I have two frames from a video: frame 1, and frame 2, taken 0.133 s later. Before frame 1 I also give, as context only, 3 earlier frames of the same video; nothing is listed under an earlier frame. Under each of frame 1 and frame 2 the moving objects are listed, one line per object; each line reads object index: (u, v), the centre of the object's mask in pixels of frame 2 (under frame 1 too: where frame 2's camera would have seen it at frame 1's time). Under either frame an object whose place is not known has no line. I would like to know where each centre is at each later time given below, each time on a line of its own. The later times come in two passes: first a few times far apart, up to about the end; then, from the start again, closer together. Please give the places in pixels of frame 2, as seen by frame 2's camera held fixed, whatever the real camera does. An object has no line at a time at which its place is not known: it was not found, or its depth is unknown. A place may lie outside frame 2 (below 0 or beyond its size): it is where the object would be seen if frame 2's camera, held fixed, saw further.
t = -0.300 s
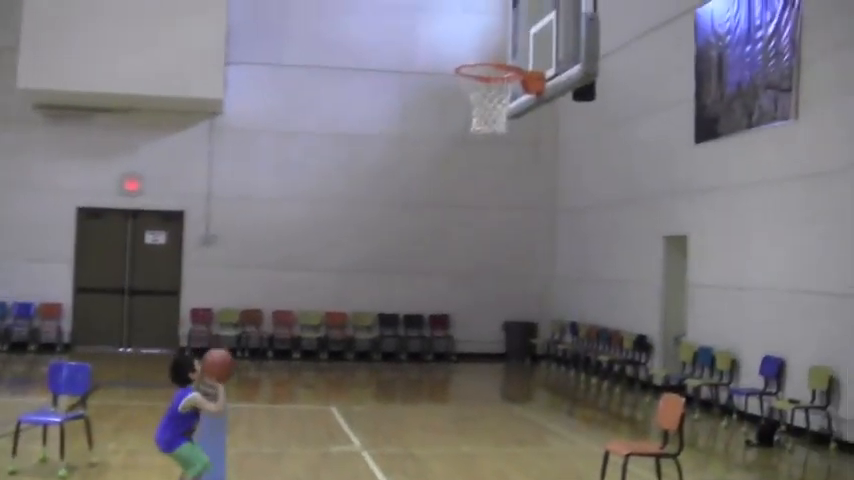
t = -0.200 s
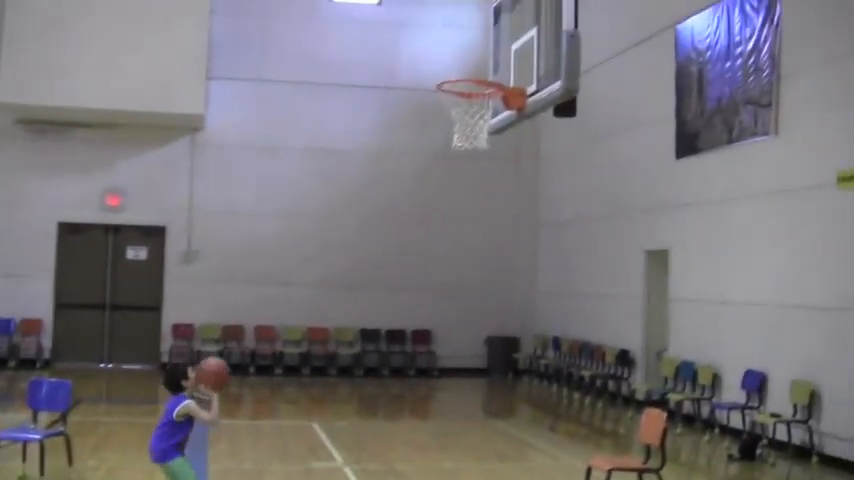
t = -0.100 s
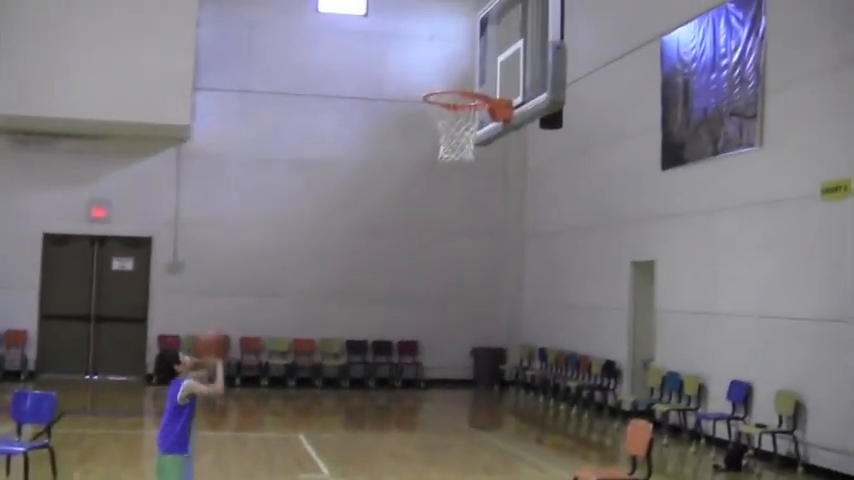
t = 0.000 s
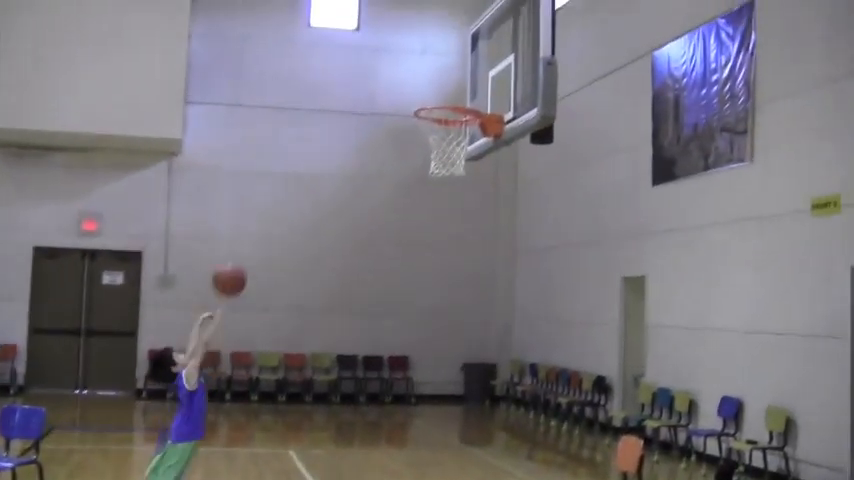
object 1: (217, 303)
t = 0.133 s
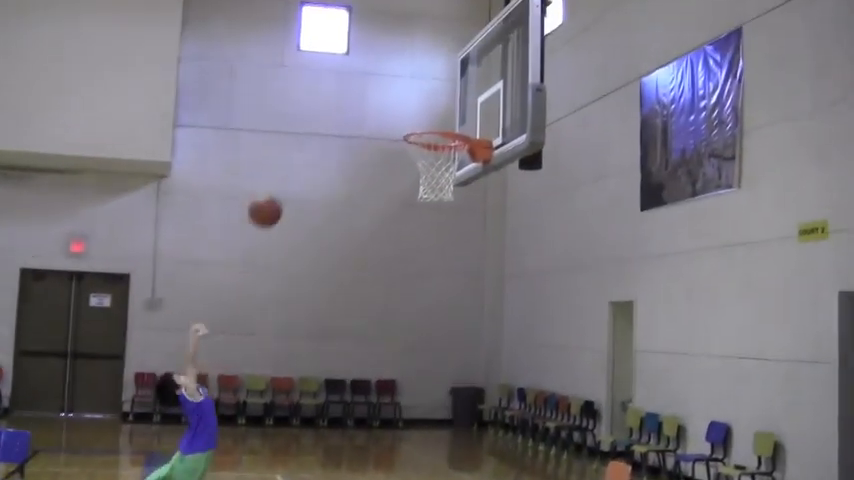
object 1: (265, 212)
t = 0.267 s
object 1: (307, 148)
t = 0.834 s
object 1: (441, 126)
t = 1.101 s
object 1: (435, 157)
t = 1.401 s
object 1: (441, 287)
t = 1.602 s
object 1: (439, 446)
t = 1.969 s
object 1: (452, 409)
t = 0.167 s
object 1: (276, 194)
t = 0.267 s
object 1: (307, 148)
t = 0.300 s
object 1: (317, 136)
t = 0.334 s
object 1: (327, 126)
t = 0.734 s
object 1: (438, 122)
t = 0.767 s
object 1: (447, 126)
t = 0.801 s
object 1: (445, 128)
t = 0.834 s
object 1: (441, 126)
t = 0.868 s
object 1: (436, 126)
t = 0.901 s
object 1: (431, 126)
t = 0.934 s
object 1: (431, 137)
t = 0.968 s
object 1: (432, 141)
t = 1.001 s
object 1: (432, 148)
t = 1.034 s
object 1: (434, 151)
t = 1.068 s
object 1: (436, 155)
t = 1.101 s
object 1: (435, 157)
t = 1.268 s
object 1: (439, 215)
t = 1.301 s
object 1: (439, 231)
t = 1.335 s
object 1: (439, 248)
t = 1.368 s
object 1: (440, 267)
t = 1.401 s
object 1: (441, 287)
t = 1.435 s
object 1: (441, 310)
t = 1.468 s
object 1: (440, 334)
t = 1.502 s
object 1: (441, 361)
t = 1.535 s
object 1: (440, 386)
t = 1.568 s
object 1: (440, 415)
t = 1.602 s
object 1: (439, 446)
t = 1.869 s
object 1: (447, 462)
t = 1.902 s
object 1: (448, 442)
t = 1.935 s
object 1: (450, 425)
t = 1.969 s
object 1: (452, 409)
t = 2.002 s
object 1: (452, 395)
